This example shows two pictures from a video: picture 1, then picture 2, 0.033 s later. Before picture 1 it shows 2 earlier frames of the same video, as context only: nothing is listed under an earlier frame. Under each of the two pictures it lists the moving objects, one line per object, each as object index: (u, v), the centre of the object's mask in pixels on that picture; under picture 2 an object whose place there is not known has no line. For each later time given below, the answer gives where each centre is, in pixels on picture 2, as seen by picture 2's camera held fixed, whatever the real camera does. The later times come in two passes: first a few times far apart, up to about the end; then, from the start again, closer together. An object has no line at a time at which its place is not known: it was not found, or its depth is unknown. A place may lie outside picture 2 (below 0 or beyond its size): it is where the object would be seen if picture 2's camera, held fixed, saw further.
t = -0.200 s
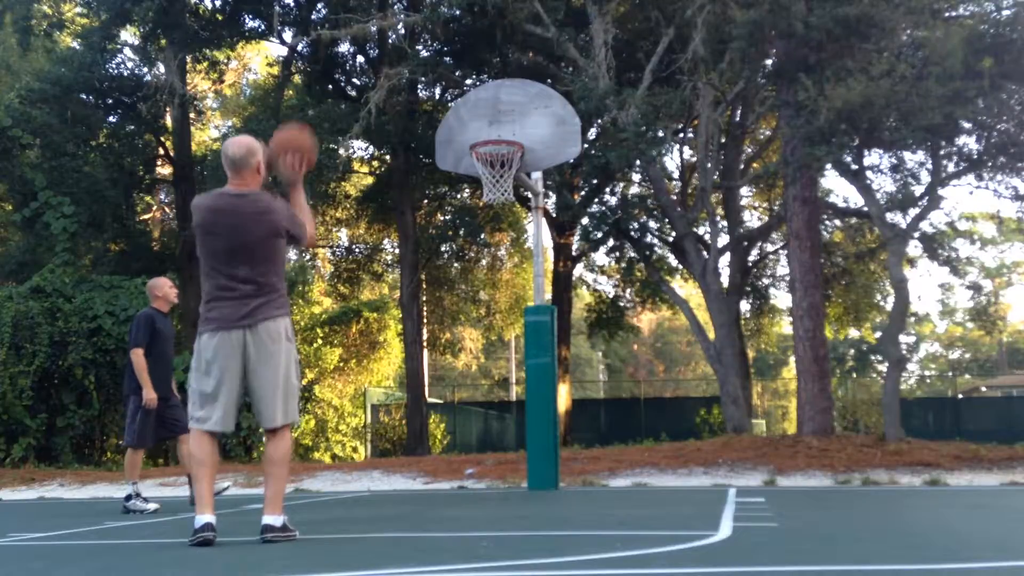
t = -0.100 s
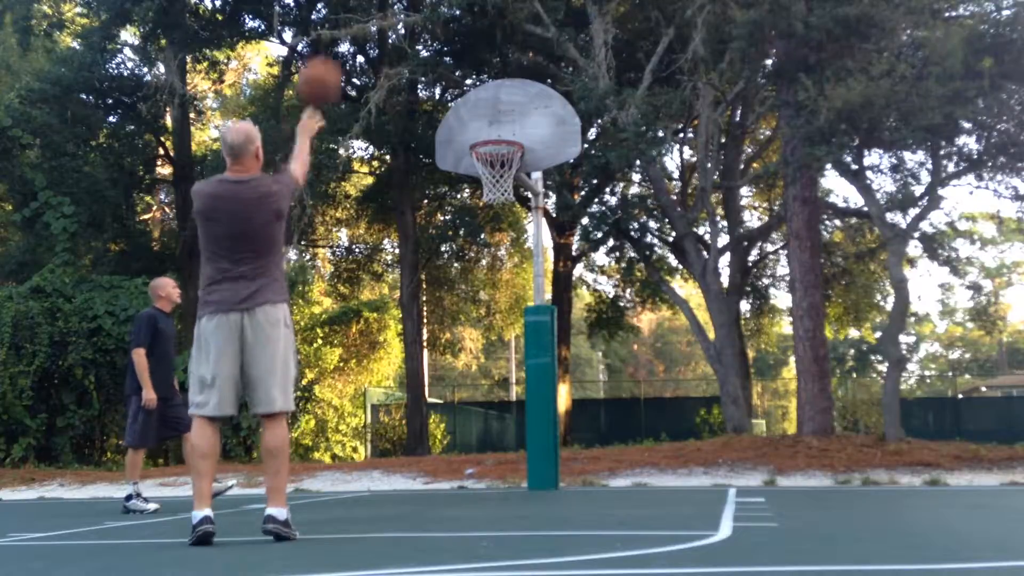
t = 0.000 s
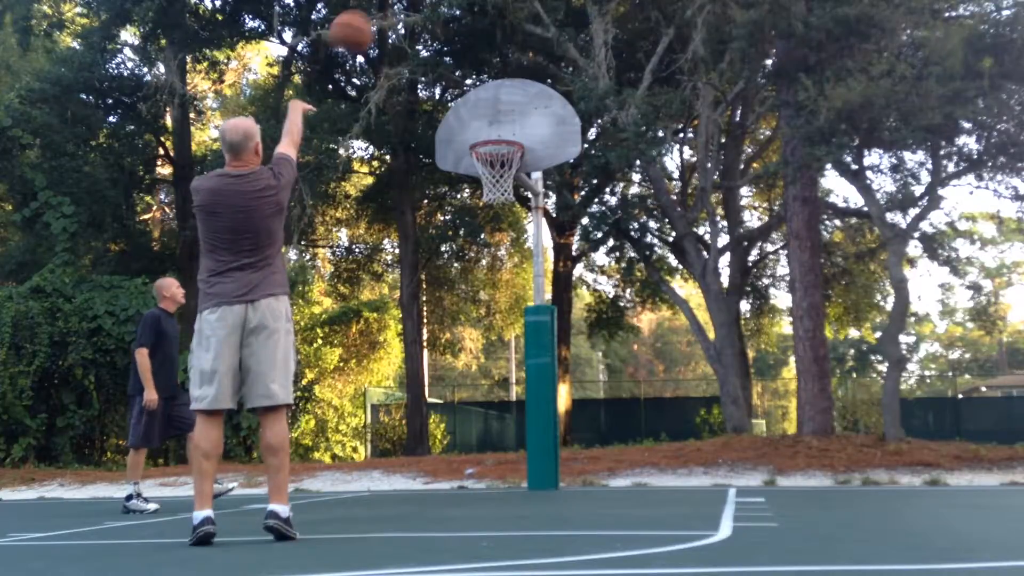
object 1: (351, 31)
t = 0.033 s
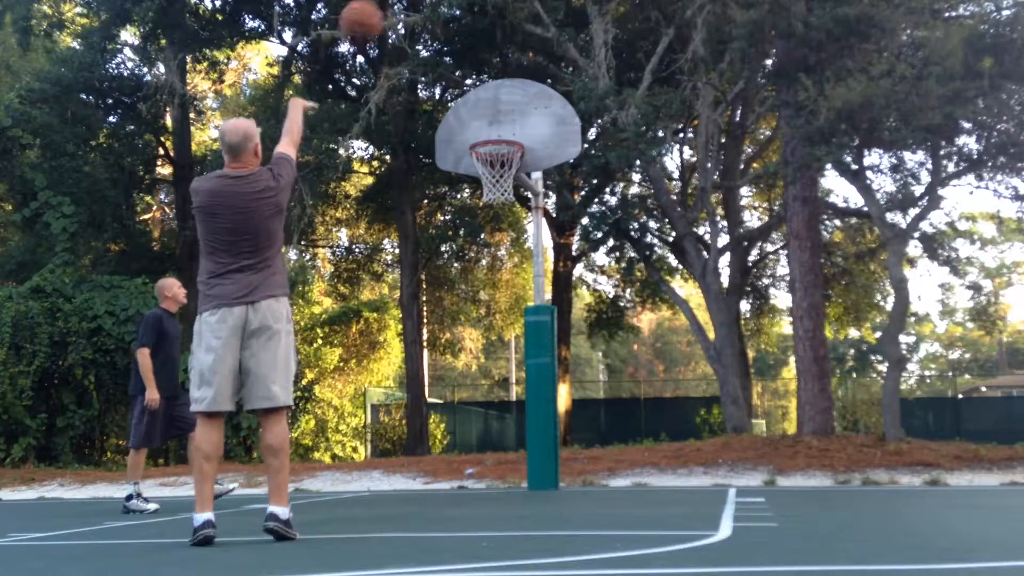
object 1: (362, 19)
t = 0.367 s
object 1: (438, 11)
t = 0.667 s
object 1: (489, 104)
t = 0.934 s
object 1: (513, 67)
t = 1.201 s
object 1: (541, 48)
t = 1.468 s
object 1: (579, 132)
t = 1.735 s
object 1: (632, 388)
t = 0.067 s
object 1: (371, 14)
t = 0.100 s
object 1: (379, 11)
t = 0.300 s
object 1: (425, 7)
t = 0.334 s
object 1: (432, 8)
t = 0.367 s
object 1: (438, 11)
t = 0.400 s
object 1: (444, 14)
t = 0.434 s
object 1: (450, 21)
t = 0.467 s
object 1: (456, 30)
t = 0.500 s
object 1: (462, 40)
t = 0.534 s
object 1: (468, 51)
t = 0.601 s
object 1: (477, 74)
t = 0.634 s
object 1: (483, 87)
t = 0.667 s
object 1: (489, 104)
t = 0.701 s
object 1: (493, 119)
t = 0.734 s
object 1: (497, 129)
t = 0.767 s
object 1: (500, 116)
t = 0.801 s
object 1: (502, 105)
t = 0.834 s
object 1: (505, 94)
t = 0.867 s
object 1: (508, 83)
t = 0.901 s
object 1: (511, 74)
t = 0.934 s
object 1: (513, 67)
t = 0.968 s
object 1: (516, 61)
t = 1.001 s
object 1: (520, 57)
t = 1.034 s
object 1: (523, 51)
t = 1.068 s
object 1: (526, 48)
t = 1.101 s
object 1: (529, 46)
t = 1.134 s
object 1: (533, 45)
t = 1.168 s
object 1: (537, 46)
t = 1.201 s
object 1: (541, 48)
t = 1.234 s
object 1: (545, 52)
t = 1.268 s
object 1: (548, 56)
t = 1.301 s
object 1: (553, 66)
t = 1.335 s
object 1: (558, 74)
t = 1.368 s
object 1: (562, 85)
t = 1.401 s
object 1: (568, 97)
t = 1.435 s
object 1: (573, 114)
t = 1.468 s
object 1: (579, 132)
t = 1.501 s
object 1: (583, 153)
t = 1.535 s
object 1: (588, 175)
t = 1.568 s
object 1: (593, 199)
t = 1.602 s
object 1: (602, 230)
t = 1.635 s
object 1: (612, 265)
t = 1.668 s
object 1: (615, 305)
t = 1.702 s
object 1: (624, 341)
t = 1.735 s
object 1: (632, 388)
